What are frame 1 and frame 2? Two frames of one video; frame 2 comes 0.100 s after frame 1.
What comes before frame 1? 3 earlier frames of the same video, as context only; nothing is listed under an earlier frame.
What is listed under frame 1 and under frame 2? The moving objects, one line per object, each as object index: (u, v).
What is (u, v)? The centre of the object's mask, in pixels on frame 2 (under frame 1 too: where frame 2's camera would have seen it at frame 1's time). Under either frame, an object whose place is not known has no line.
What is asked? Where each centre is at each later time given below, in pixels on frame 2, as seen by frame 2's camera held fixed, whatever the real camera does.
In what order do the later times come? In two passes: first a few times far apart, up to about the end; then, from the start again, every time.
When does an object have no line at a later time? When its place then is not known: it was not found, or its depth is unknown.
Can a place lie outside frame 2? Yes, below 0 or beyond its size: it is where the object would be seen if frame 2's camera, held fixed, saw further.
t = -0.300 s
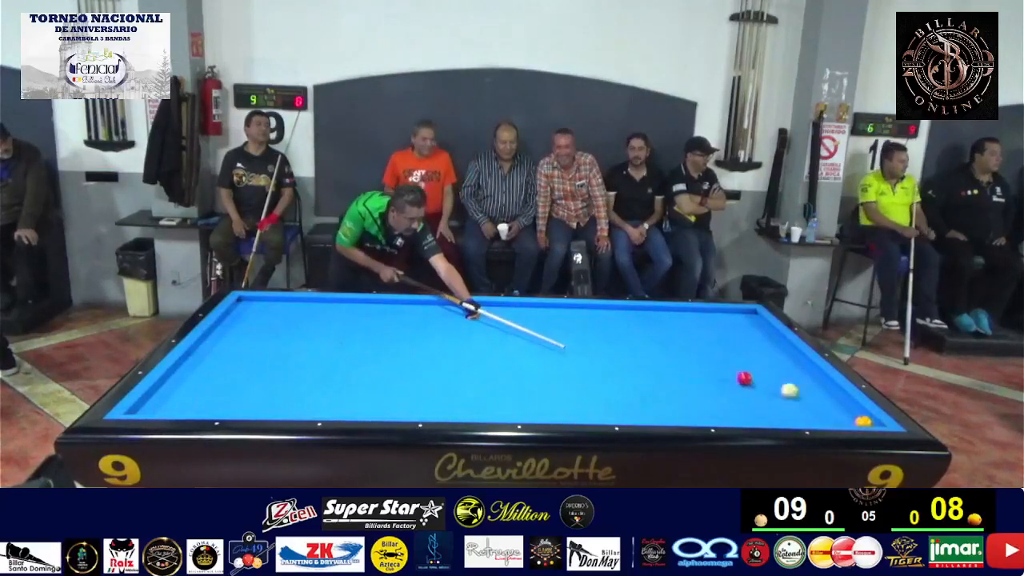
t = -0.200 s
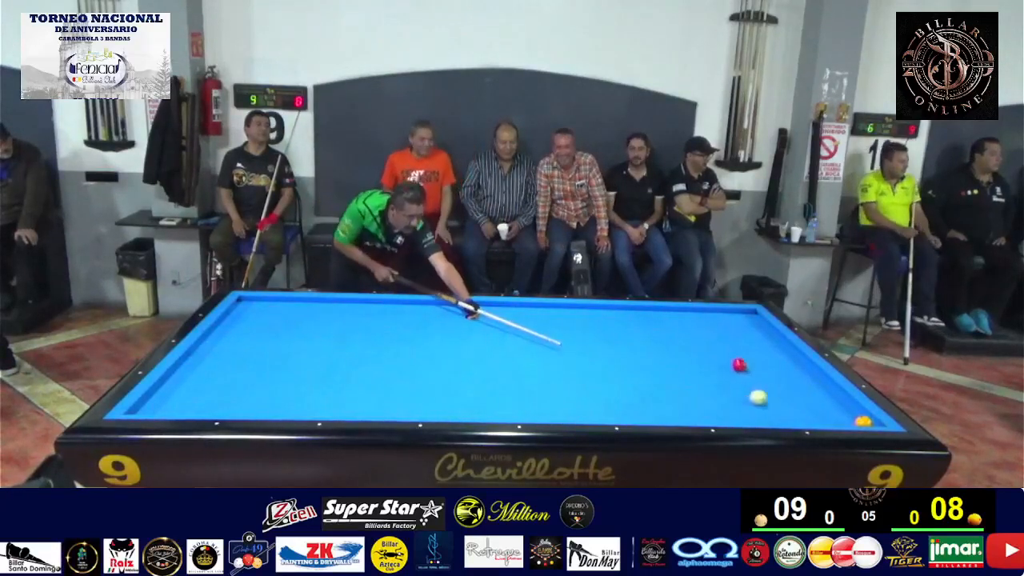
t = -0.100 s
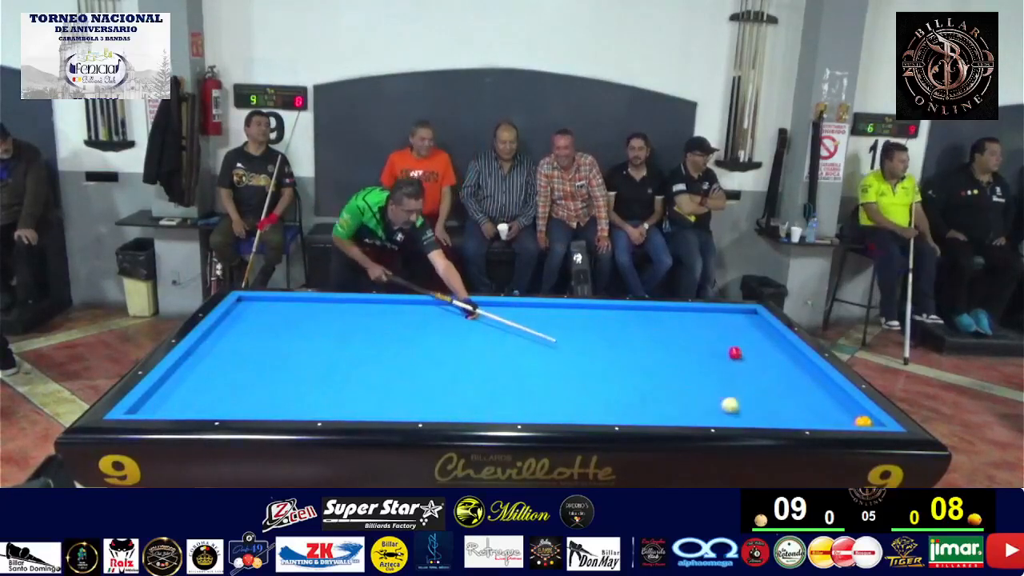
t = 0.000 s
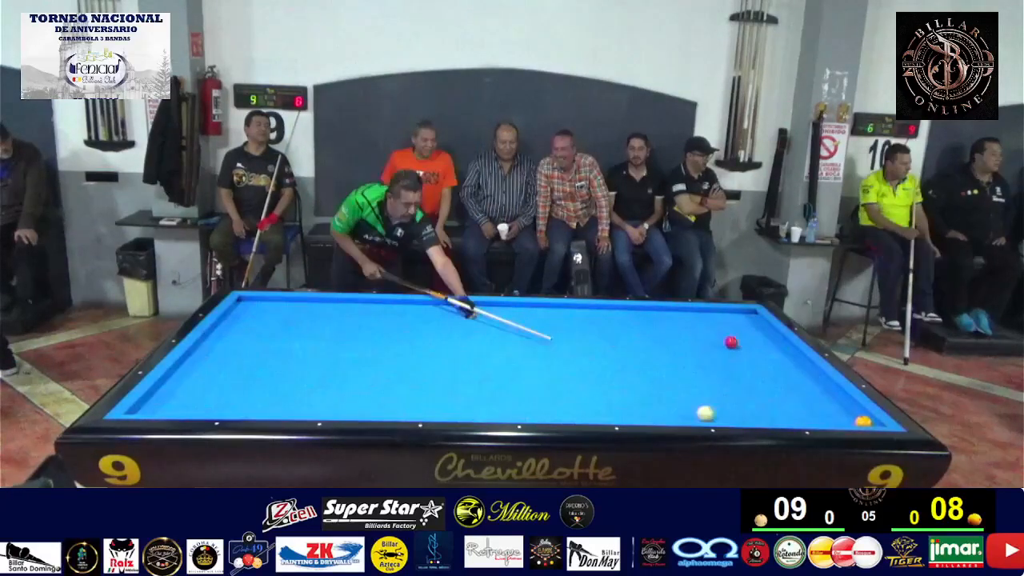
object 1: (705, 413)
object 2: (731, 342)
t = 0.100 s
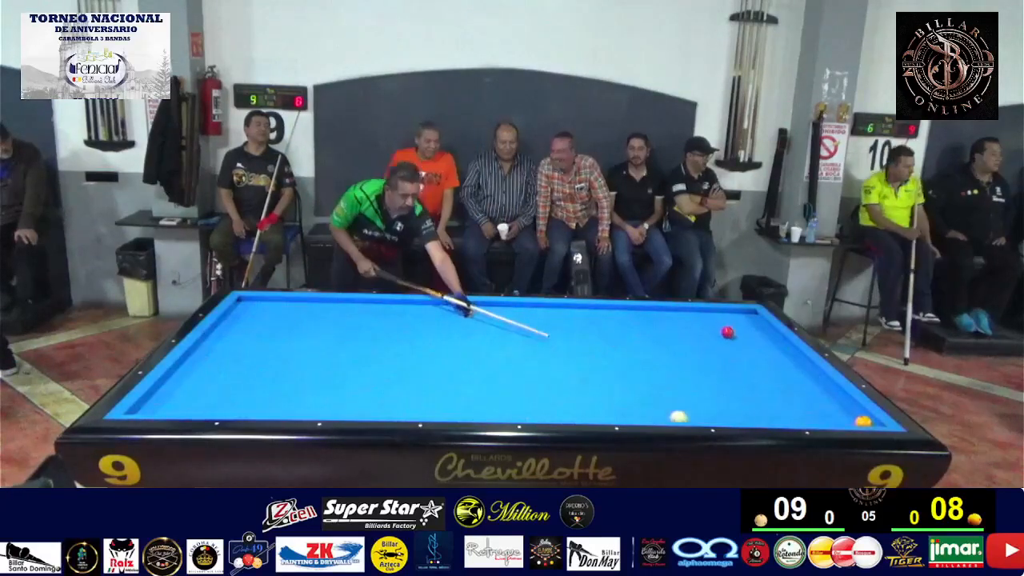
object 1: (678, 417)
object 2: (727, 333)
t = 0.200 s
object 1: (645, 411)
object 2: (724, 323)
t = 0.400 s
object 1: (583, 401)
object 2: (723, 313)
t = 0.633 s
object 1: (515, 389)
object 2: (739, 326)
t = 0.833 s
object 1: (459, 379)
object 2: (753, 336)
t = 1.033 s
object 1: (406, 370)
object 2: (767, 347)
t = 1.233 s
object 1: (355, 361)
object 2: (782, 359)
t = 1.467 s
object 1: (300, 352)
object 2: (801, 374)
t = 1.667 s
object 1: (255, 345)
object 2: (818, 386)
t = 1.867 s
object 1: (211, 337)
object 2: (837, 401)
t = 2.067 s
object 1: (240, 329)
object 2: (855, 414)
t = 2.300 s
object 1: (275, 321)
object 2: (862, 411)
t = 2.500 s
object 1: (301, 314)
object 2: (854, 409)
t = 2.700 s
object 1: (327, 308)
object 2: (846, 406)
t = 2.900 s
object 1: (350, 302)
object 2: (839, 403)
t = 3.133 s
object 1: (371, 304)
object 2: (831, 401)
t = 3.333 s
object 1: (388, 308)
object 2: (825, 399)
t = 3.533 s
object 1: (406, 312)
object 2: (819, 397)
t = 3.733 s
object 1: (423, 315)
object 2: (814, 395)
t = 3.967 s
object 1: (443, 320)
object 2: (809, 392)
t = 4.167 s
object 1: (461, 324)
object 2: (805, 391)
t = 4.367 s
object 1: (478, 328)
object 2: (802, 390)
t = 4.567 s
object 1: (495, 332)
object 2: (799, 389)
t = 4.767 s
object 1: (513, 336)
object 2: (796, 388)
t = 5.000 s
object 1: (533, 340)
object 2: (794, 387)
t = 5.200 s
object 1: (551, 344)
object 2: (792, 386)
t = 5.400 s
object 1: (569, 349)
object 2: (790, 386)
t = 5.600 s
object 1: (586, 353)
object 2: (789, 385)
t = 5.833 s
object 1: (606, 358)
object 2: (789, 385)
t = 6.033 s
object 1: (624, 362)
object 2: (789, 385)
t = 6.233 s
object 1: (641, 366)
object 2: (789, 385)
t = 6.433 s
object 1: (659, 370)
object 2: (789, 385)
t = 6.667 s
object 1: (679, 375)
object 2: (789, 385)
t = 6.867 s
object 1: (697, 379)
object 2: (789, 385)
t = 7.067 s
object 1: (714, 383)
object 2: (789, 385)
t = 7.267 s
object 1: (731, 387)
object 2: (789, 385)
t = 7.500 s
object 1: (750, 392)
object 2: (789, 385)
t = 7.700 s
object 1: (767, 396)
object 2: (789, 385)
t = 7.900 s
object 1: (783, 400)
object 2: (789, 385)
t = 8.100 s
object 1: (800, 404)
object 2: (789, 385)
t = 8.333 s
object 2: (789, 385)
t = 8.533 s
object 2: (789, 385)
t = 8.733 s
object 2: (789, 385)
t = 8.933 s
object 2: (789, 385)
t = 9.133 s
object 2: (789, 385)
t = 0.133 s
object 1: (667, 414)
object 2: (726, 329)
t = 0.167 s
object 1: (656, 413)
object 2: (725, 326)
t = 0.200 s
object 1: (645, 411)
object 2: (724, 323)
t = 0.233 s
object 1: (635, 409)
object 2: (723, 320)
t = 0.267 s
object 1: (624, 407)
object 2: (722, 318)
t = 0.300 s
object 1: (613, 406)
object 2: (721, 315)
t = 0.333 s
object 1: (603, 404)
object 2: (720, 312)
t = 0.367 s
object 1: (593, 402)
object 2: (721, 311)
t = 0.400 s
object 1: (583, 401)
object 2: (723, 313)
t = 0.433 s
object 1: (573, 399)
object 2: (725, 315)
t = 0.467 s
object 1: (563, 397)
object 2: (728, 318)
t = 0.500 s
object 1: (553, 395)
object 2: (730, 319)
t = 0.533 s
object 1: (543, 393)
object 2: (732, 320)
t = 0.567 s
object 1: (533, 392)
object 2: (735, 323)
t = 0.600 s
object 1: (523, 390)
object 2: (737, 325)
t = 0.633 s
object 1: (515, 389)
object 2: (739, 326)
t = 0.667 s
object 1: (504, 387)
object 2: (741, 328)
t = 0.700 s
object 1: (495, 385)
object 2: (744, 330)
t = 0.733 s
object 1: (486, 384)
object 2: (746, 332)
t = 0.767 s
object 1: (477, 382)
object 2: (748, 333)
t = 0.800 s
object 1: (467, 380)
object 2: (750, 335)
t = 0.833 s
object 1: (459, 379)
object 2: (753, 336)
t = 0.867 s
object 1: (450, 377)
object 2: (754, 338)
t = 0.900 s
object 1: (440, 376)
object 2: (757, 340)
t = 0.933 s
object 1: (432, 374)
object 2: (760, 342)
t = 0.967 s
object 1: (423, 373)
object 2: (762, 343)
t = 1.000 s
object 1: (414, 371)
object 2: (764, 345)
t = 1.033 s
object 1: (406, 370)
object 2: (767, 347)
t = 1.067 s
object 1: (397, 368)
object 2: (769, 349)
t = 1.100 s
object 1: (389, 367)
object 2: (772, 351)
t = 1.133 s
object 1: (380, 366)
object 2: (774, 353)
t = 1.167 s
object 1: (372, 364)
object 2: (777, 355)
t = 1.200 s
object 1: (364, 363)
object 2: (779, 357)
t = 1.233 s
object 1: (355, 361)
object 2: (782, 359)
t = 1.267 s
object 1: (347, 360)
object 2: (785, 361)
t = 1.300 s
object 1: (339, 359)
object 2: (787, 363)
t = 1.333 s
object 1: (331, 358)
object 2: (790, 365)
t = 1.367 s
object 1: (323, 356)
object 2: (793, 367)
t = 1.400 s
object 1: (315, 355)
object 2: (796, 369)
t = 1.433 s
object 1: (308, 354)
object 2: (798, 371)
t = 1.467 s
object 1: (300, 352)
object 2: (801, 374)
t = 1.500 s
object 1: (292, 351)
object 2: (804, 376)
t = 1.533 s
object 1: (285, 350)
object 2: (807, 378)
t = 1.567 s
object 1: (277, 348)
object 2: (810, 380)
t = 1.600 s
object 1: (270, 347)
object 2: (813, 382)
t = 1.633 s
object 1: (262, 346)
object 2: (816, 385)
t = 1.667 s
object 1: (255, 345)
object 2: (818, 386)
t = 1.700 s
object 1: (247, 344)
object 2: (821, 389)
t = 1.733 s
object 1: (240, 342)
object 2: (825, 391)
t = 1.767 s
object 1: (233, 341)
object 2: (828, 394)
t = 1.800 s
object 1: (226, 340)
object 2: (831, 396)
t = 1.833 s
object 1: (219, 339)
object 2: (834, 398)
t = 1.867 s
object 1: (211, 337)
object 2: (837, 401)
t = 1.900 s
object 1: (207, 336)
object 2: (841, 403)
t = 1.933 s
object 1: (214, 335)
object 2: (843, 406)
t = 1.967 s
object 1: (221, 334)
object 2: (847, 409)
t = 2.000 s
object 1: (228, 332)
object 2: (850, 411)
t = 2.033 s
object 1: (235, 331)
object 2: (853, 413)
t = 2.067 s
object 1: (240, 329)
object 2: (855, 414)
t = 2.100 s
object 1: (245, 328)
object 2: (857, 414)
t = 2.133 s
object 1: (250, 327)
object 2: (858, 413)
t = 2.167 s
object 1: (256, 326)
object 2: (858, 413)
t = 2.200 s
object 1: (260, 324)
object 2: (861, 412)
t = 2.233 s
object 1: (265, 323)
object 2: (861, 412)
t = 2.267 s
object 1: (270, 322)
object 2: (862, 411)
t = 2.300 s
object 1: (275, 321)
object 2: (862, 411)
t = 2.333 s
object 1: (279, 320)
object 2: (861, 411)
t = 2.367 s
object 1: (284, 319)
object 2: (859, 410)
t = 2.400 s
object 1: (288, 317)
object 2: (857, 410)
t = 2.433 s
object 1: (293, 316)
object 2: (856, 409)
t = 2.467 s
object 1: (297, 315)
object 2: (855, 409)
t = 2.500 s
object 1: (301, 314)
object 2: (854, 409)
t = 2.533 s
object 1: (306, 313)
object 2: (852, 408)
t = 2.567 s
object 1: (310, 312)
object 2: (851, 408)
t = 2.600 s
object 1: (314, 311)
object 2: (850, 407)
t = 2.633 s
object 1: (318, 310)
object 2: (849, 407)
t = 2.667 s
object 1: (323, 308)
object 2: (848, 407)
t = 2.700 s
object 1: (327, 308)
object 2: (846, 406)
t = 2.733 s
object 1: (330, 307)
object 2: (845, 406)
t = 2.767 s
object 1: (334, 305)
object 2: (844, 406)
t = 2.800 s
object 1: (338, 304)
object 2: (842, 405)
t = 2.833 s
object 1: (342, 303)
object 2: (841, 405)
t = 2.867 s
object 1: (346, 303)
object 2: (840, 404)
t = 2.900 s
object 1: (350, 302)
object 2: (839, 403)
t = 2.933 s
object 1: (354, 301)
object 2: (838, 403)
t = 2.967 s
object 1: (357, 301)
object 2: (837, 402)
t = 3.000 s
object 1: (360, 301)
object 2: (836, 402)
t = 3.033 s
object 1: (362, 302)
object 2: (834, 402)
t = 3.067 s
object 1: (365, 302)
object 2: (833, 402)
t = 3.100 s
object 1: (368, 303)
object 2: (832, 401)
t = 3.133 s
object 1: (371, 304)
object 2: (831, 401)
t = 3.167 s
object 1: (374, 304)
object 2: (830, 400)
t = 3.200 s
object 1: (377, 305)
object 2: (829, 400)
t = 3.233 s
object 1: (380, 306)
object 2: (828, 400)
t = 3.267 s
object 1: (383, 307)
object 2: (827, 399)
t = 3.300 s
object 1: (386, 307)
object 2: (826, 399)
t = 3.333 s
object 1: (388, 308)
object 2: (825, 399)
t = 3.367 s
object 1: (391, 308)
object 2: (824, 398)
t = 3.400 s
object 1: (394, 309)
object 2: (823, 398)
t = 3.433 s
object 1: (397, 310)
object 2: (822, 398)
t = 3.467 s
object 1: (400, 310)
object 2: (821, 397)
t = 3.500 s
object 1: (403, 311)
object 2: (820, 397)
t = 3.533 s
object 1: (406, 312)
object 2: (819, 397)
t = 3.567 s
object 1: (409, 312)
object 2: (818, 396)
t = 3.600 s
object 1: (412, 313)
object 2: (817, 396)
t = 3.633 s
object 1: (414, 313)
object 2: (817, 396)
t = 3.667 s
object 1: (418, 314)
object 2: (816, 395)
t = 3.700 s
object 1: (420, 315)
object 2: (815, 395)
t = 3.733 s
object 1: (423, 315)
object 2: (814, 395)
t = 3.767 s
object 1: (426, 316)
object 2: (814, 394)
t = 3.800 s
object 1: (429, 317)
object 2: (813, 394)
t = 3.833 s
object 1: (432, 317)
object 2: (812, 394)
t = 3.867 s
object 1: (435, 318)
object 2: (811, 393)
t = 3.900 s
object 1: (438, 319)
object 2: (811, 393)
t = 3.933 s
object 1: (441, 319)
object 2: (810, 393)
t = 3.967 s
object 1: (443, 320)
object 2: (809, 392)
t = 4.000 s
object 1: (446, 321)
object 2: (809, 392)
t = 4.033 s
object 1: (449, 321)
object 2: (808, 392)
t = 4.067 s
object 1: (452, 322)
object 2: (807, 392)
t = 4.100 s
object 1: (455, 323)
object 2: (807, 392)
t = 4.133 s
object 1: (458, 323)
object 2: (806, 392)
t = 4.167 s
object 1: (461, 324)
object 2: (805, 391)
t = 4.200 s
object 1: (464, 325)
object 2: (805, 391)
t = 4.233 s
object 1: (466, 325)
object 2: (804, 391)
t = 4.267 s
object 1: (470, 326)
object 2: (803, 391)
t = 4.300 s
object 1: (472, 326)
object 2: (803, 390)
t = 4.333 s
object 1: (475, 327)
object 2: (803, 390)
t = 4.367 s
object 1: (478, 328)
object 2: (802, 390)
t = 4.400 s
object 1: (481, 328)
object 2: (801, 390)
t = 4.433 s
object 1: (483, 329)
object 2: (801, 390)
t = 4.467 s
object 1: (487, 330)
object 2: (800, 389)
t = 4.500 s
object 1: (489, 330)
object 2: (800, 389)
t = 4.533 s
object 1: (493, 331)
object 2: (799, 389)
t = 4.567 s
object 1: (495, 332)
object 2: (799, 389)
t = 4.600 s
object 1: (498, 332)
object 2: (798, 389)
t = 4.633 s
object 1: (501, 333)
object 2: (798, 388)
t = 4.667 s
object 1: (504, 334)
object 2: (797, 388)
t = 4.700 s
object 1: (507, 334)
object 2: (797, 388)
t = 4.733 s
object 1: (510, 335)
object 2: (797, 388)
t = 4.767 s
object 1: (513, 336)
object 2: (796, 388)
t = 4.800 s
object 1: (516, 337)
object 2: (796, 388)
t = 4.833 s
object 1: (519, 337)
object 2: (795, 387)
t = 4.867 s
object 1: (522, 338)
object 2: (795, 387)
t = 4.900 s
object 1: (525, 338)
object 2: (795, 387)
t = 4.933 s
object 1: (527, 339)
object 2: (794, 387)
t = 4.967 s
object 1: (531, 340)
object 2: (794, 387)
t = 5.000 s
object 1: (533, 340)
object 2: (794, 387)
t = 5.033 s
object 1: (536, 341)
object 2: (793, 387)
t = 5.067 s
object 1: (539, 342)
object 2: (793, 387)
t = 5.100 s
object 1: (542, 342)
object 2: (793, 386)
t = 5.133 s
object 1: (545, 343)
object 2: (792, 386)
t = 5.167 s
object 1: (548, 344)
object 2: (792, 386)
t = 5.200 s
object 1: (551, 344)
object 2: (792, 386)
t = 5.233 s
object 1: (554, 345)
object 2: (792, 386)
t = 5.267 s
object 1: (557, 346)
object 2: (791, 386)
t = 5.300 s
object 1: (560, 347)
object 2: (791, 386)
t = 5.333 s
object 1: (562, 348)
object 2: (791, 386)
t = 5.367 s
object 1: (565, 348)
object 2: (790, 386)
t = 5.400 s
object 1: (569, 349)
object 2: (790, 386)
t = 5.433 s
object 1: (571, 349)
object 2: (790, 386)
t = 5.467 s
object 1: (574, 350)
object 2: (790, 385)
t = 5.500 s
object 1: (577, 351)
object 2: (790, 385)
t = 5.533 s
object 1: (580, 351)
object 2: (790, 385)
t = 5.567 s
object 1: (583, 352)
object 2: (789, 385)
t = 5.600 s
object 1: (586, 353)
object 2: (789, 385)
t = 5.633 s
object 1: (589, 354)
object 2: (789, 385)
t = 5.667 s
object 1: (592, 354)
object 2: (789, 385)
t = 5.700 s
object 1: (595, 355)
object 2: (789, 385)
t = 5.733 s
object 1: (598, 355)
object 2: (789, 385)
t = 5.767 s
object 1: (601, 356)
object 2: (789, 385)
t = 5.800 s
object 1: (603, 357)
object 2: (789, 385)
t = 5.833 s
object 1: (606, 358)
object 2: (789, 385)
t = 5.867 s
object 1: (609, 359)
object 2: (789, 385)
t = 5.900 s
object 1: (612, 359)
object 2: (789, 385)
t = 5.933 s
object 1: (615, 360)
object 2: (789, 385)
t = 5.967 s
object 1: (618, 361)
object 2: (789, 385)
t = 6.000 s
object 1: (621, 361)
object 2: (789, 385)
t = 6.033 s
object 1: (624, 362)
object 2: (789, 385)
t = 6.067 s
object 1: (627, 363)
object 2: (789, 385)
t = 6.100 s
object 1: (630, 363)
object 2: (789, 385)
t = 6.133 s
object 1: (633, 364)
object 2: (789, 385)
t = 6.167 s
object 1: (636, 365)
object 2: (789, 385)
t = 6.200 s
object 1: (639, 366)
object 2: (789, 385)
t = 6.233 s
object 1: (641, 366)
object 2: (789, 385)
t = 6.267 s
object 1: (644, 367)
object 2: (789, 385)
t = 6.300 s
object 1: (648, 367)
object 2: (789, 385)
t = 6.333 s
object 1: (651, 368)
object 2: (789, 385)
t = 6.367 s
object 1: (653, 369)
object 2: (789, 385)
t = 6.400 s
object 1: (656, 369)
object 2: (789, 385)
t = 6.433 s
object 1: (659, 370)
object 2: (789, 385)
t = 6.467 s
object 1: (662, 371)
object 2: (789, 385)
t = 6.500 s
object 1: (665, 372)
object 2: (789, 385)
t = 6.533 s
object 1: (668, 372)
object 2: (789, 385)
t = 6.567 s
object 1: (671, 373)
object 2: (789, 385)
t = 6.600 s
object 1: (674, 373)
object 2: (789, 385)
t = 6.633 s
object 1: (677, 374)
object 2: (789, 385)
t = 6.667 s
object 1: (679, 375)
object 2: (789, 385)
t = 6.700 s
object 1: (682, 375)
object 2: (789, 385)
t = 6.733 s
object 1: (685, 376)
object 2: (789, 385)
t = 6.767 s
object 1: (688, 377)
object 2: (789, 385)
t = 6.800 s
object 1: (691, 378)
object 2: (789, 385)
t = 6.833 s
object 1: (694, 378)
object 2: (789, 385)
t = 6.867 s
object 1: (697, 379)
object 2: (789, 385)
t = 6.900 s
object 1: (700, 380)
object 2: (789, 385)
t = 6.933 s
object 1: (702, 381)
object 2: (789, 385)
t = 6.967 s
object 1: (705, 381)
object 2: (789, 385)
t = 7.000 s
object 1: (708, 382)
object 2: (789, 385)
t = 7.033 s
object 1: (711, 383)
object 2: (789, 385)
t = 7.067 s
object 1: (714, 383)
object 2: (789, 385)
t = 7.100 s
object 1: (716, 384)
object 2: (789, 385)
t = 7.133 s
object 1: (719, 385)
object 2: (789, 385)
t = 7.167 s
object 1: (722, 386)
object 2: (789, 385)
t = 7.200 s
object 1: (725, 386)
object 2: (789, 385)
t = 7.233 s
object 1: (728, 387)
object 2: (789, 385)
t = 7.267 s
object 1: (731, 387)
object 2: (789, 385)
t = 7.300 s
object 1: (734, 388)
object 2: (789, 385)
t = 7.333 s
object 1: (736, 389)
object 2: (789, 385)
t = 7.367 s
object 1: (739, 389)
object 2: (789, 385)
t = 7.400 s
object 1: (742, 390)
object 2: (789, 385)
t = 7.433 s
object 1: (744, 391)
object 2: (789, 385)
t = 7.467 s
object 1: (747, 391)
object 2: (789, 385)
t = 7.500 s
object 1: (750, 392)
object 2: (789, 385)
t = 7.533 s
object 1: (753, 393)
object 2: (789, 385)
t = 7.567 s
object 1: (756, 393)
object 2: (789, 385)
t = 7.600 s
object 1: (759, 394)
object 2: (789, 385)
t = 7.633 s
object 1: (762, 395)
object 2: (789, 385)
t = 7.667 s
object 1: (764, 395)
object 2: (789, 385)
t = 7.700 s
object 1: (767, 396)
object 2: (789, 385)
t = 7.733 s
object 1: (770, 397)
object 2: (789, 385)
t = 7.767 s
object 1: (772, 397)
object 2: (789, 385)
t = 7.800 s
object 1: (775, 398)
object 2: (789, 385)
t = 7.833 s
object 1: (778, 399)
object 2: (789, 385)
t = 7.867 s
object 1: (780, 399)
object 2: (789, 385)
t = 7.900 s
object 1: (783, 400)
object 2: (789, 385)
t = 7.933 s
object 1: (786, 401)
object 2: (789, 385)
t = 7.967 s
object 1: (789, 401)
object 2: (789, 385)
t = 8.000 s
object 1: (792, 402)
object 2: (789, 385)
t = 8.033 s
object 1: (795, 402)
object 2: (789, 385)
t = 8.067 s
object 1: (797, 403)
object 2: (789, 385)
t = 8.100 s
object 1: (800, 404)
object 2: (789, 385)
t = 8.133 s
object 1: (803, 404)
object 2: (789, 385)
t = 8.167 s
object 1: (805, 405)
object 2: (789, 385)
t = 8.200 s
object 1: (808, 406)
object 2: (789, 385)
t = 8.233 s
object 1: (811, 406)
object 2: (789, 385)
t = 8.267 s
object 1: (813, 407)
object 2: (789, 385)
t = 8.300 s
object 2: (789, 385)
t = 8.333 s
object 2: (789, 385)
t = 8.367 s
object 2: (789, 385)
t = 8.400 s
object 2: (789, 385)
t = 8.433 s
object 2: (789, 385)
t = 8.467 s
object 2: (789, 385)
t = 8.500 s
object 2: (789, 385)
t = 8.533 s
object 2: (789, 385)
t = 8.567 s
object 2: (789, 385)
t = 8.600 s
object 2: (789, 385)
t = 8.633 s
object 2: (789, 385)
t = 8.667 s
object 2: (789, 385)
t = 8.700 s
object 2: (789, 385)
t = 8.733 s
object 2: (789, 385)
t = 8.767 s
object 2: (789, 385)
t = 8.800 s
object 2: (789, 385)
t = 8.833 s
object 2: (789, 385)
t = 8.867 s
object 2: (789, 385)
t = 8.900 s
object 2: (789, 385)
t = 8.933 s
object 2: (789, 385)
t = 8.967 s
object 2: (789, 385)
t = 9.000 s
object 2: (789, 385)
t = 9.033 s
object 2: (789, 385)
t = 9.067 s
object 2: (789, 385)
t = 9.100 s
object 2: (789, 385)
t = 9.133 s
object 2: (789, 385)
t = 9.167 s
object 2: (789, 385)
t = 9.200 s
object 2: (789, 385)
